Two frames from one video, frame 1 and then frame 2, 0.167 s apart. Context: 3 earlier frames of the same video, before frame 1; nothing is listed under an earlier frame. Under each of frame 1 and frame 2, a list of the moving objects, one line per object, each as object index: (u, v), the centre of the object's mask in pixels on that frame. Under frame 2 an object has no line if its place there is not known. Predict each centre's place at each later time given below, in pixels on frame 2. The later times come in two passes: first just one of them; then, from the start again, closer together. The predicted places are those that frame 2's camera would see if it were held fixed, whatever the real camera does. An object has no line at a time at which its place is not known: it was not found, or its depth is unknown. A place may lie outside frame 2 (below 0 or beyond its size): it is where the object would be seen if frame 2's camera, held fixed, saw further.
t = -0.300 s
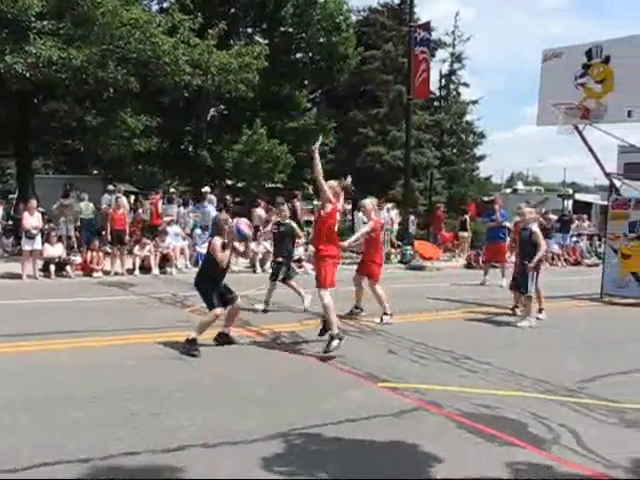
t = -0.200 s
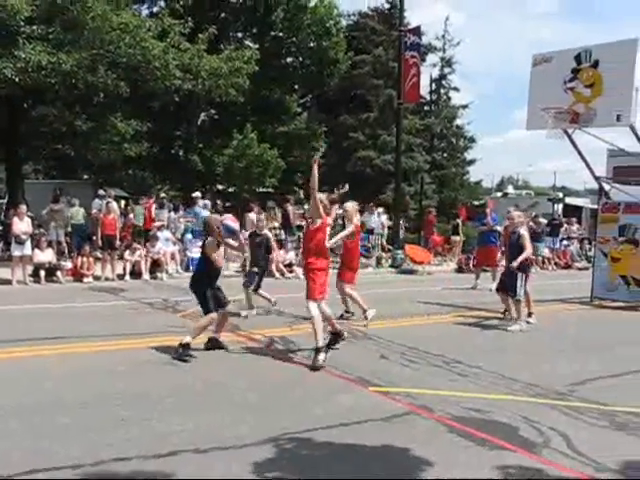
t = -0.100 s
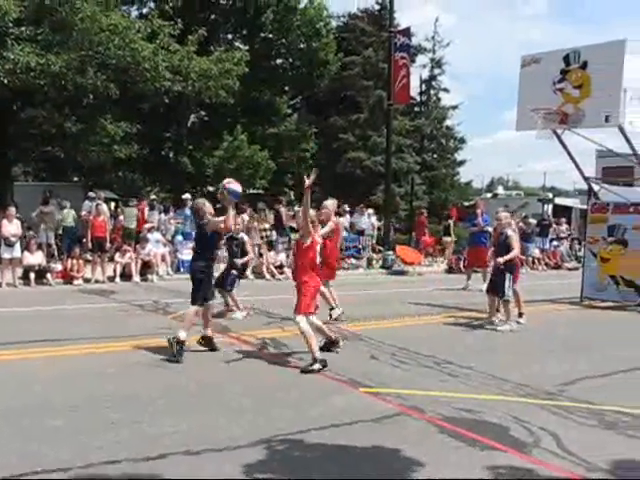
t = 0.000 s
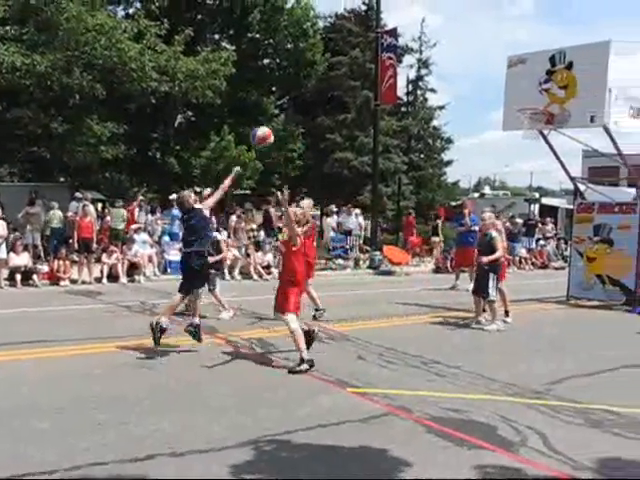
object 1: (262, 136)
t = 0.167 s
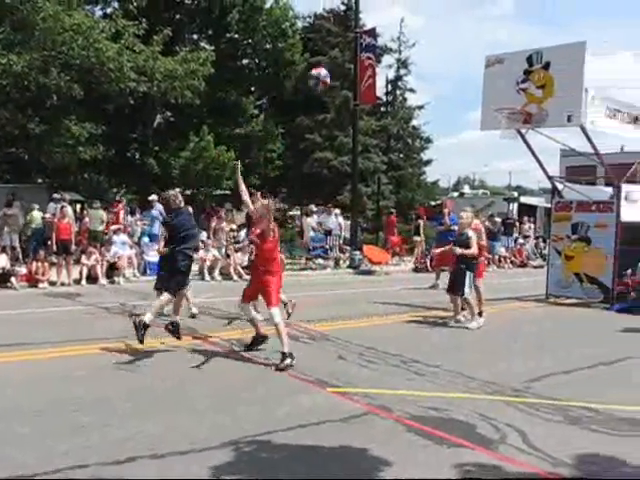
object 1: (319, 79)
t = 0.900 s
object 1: (543, 125)
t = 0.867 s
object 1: (531, 116)
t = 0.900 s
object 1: (543, 125)
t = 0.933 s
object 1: (549, 135)
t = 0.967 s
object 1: (555, 146)
